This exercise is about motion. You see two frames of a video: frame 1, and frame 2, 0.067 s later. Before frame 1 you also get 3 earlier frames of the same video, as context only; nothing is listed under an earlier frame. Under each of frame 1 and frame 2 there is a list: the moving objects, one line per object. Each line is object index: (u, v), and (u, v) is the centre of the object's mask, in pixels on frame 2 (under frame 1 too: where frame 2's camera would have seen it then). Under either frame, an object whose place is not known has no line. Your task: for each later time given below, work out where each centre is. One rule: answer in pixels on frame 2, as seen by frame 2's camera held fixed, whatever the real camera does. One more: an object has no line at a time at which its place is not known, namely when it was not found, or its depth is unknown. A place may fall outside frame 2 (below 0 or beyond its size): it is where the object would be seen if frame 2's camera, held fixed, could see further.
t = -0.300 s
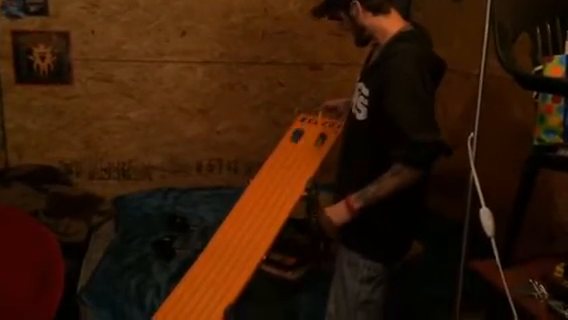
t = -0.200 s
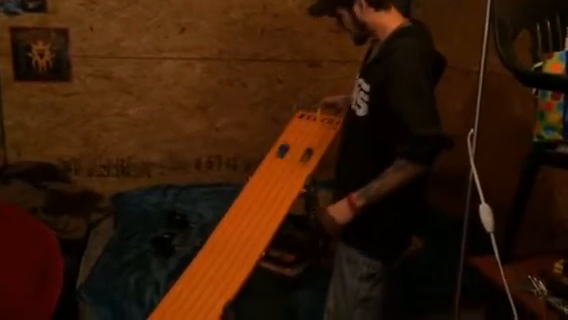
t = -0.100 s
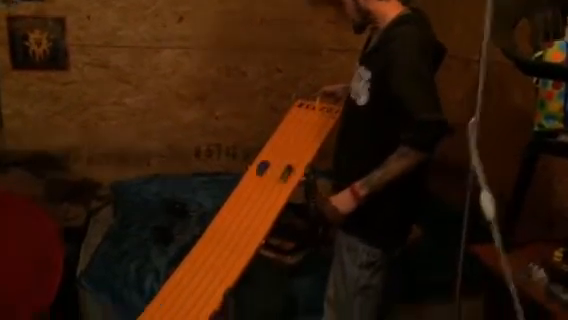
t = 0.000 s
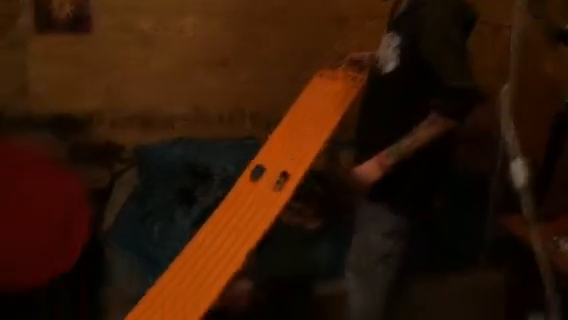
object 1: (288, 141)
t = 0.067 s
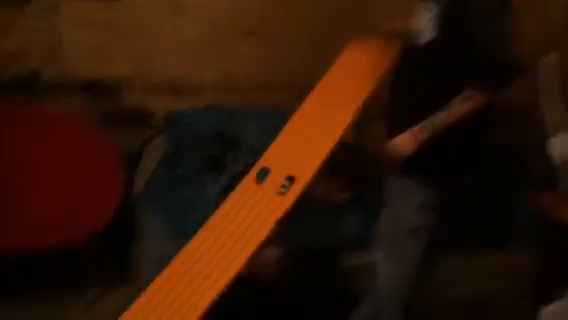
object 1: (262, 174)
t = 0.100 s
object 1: (247, 193)
